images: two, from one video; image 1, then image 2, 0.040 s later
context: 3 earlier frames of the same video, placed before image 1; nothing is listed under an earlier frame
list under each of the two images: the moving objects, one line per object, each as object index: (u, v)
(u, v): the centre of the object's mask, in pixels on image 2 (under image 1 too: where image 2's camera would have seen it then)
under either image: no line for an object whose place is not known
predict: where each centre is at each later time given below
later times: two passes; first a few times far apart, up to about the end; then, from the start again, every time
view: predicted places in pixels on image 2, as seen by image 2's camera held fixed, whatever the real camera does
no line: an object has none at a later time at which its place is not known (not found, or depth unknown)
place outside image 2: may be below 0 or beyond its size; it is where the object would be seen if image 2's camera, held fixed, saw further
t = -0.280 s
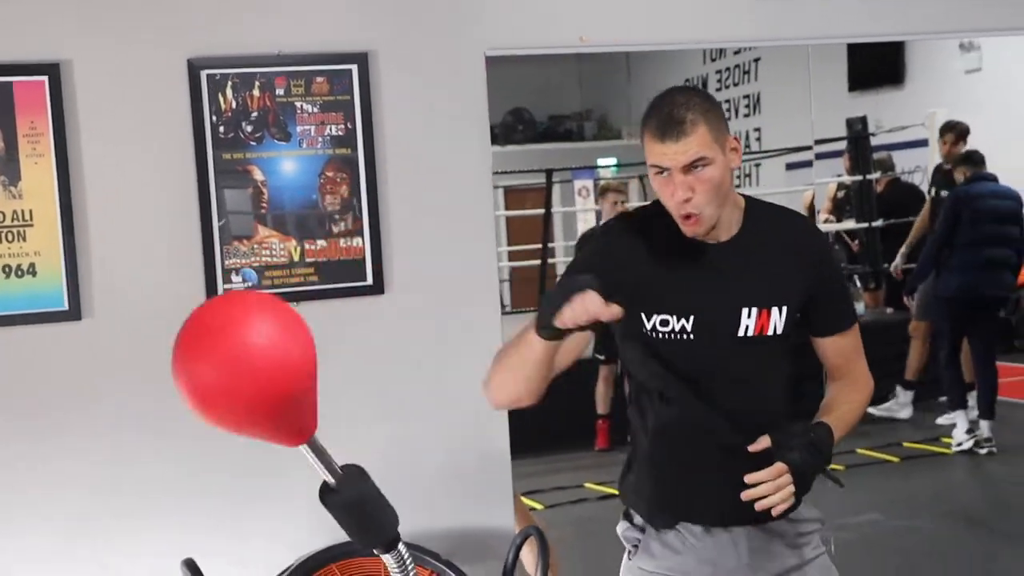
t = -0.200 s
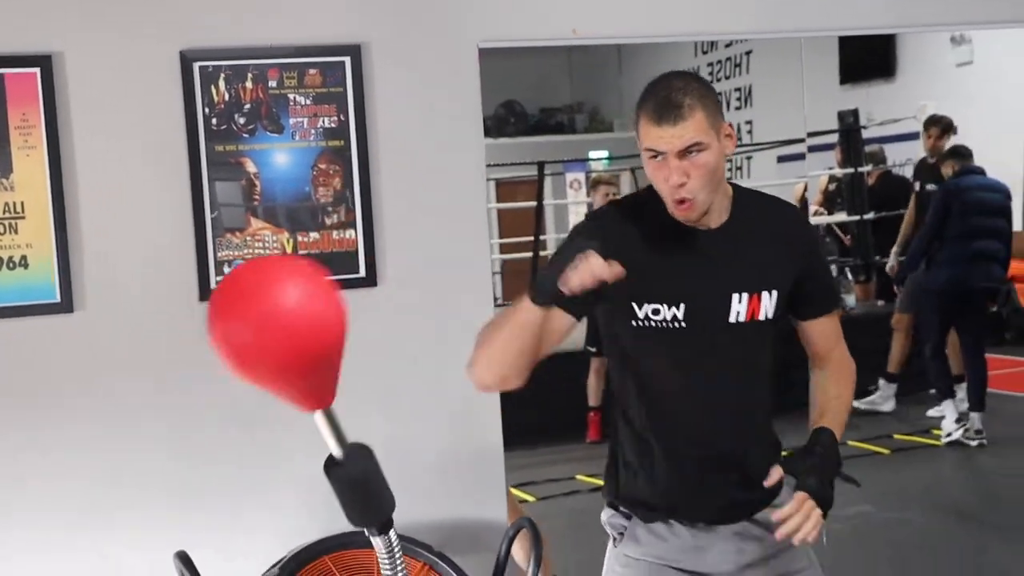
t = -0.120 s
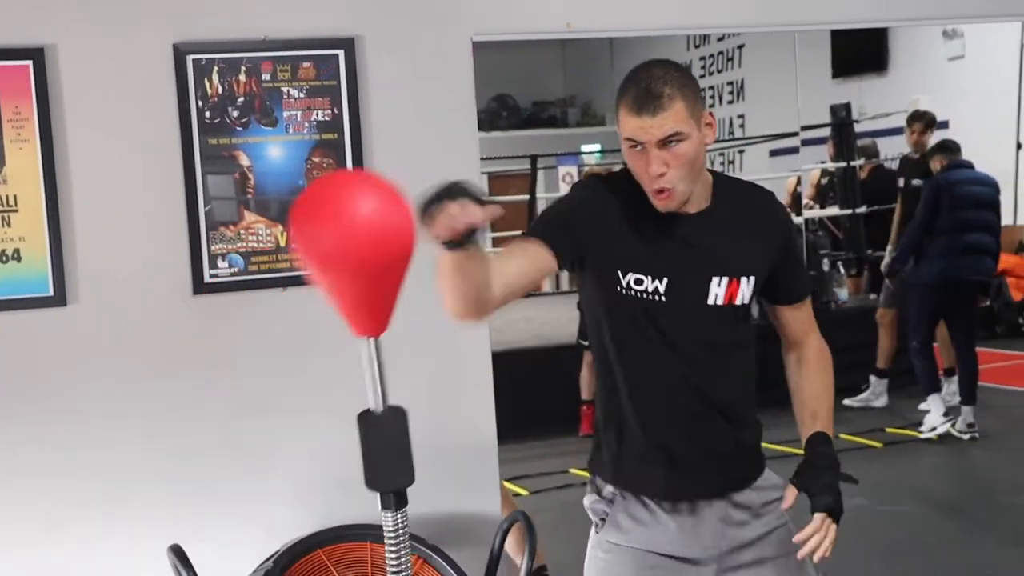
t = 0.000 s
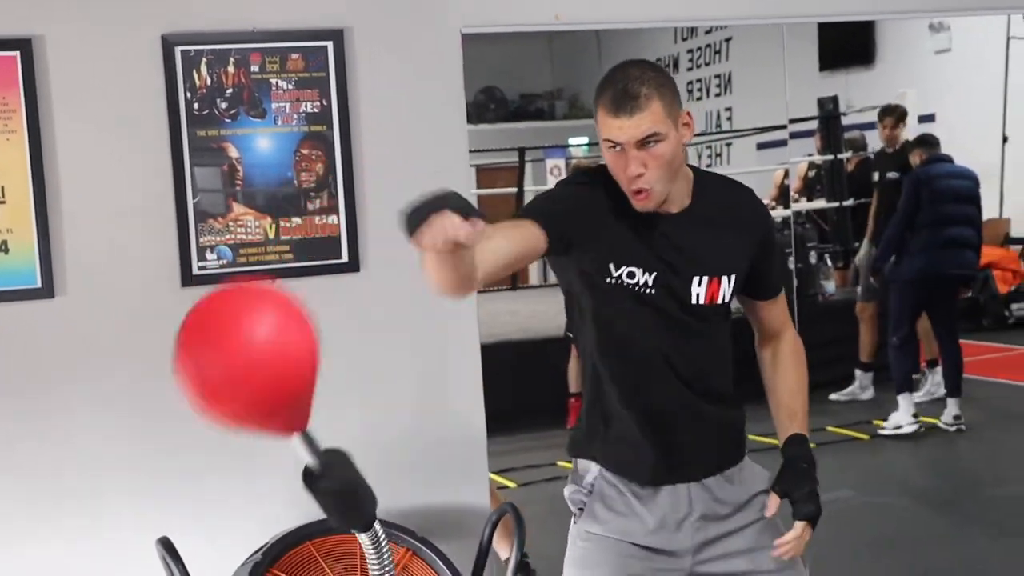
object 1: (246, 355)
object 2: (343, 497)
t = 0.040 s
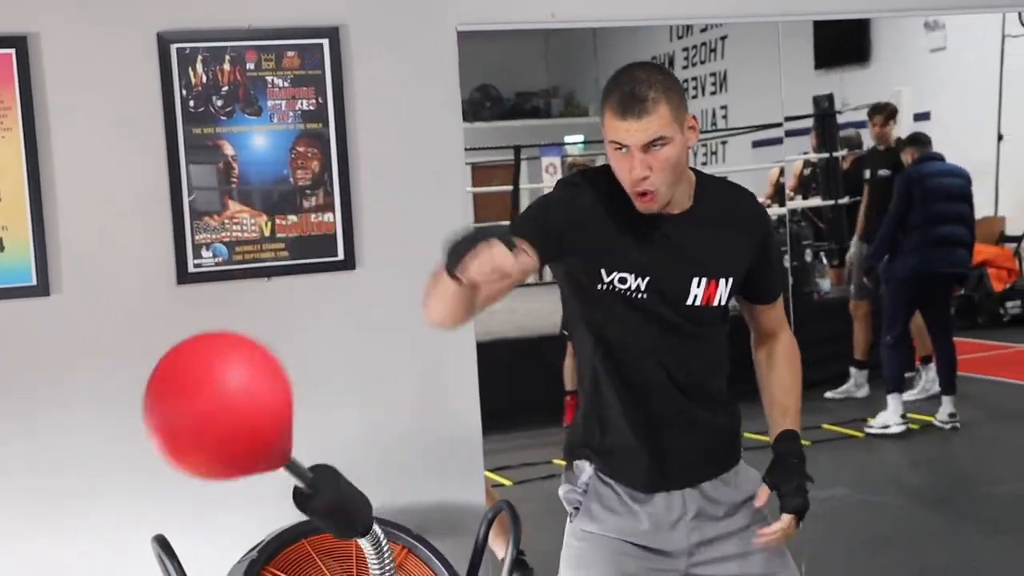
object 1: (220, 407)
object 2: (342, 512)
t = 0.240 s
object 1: (362, 226)
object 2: (381, 464)
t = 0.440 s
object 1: (464, 300)
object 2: (405, 475)
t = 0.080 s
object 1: (216, 414)
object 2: (343, 515)
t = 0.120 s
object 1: (231, 372)
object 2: (343, 505)
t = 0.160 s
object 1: (266, 309)
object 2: (347, 486)
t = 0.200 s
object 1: (311, 252)
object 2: (362, 466)
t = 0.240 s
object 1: (362, 226)
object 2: (381, 464)
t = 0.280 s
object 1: (410, 226)
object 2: (394, 463)
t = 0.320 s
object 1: (447, 249)
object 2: (402, 465)
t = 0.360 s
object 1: (469, 282)
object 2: (408, 471)
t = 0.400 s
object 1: (472, 301)
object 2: (409, 476)
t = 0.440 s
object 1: (464, 300)
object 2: (405, 475)
